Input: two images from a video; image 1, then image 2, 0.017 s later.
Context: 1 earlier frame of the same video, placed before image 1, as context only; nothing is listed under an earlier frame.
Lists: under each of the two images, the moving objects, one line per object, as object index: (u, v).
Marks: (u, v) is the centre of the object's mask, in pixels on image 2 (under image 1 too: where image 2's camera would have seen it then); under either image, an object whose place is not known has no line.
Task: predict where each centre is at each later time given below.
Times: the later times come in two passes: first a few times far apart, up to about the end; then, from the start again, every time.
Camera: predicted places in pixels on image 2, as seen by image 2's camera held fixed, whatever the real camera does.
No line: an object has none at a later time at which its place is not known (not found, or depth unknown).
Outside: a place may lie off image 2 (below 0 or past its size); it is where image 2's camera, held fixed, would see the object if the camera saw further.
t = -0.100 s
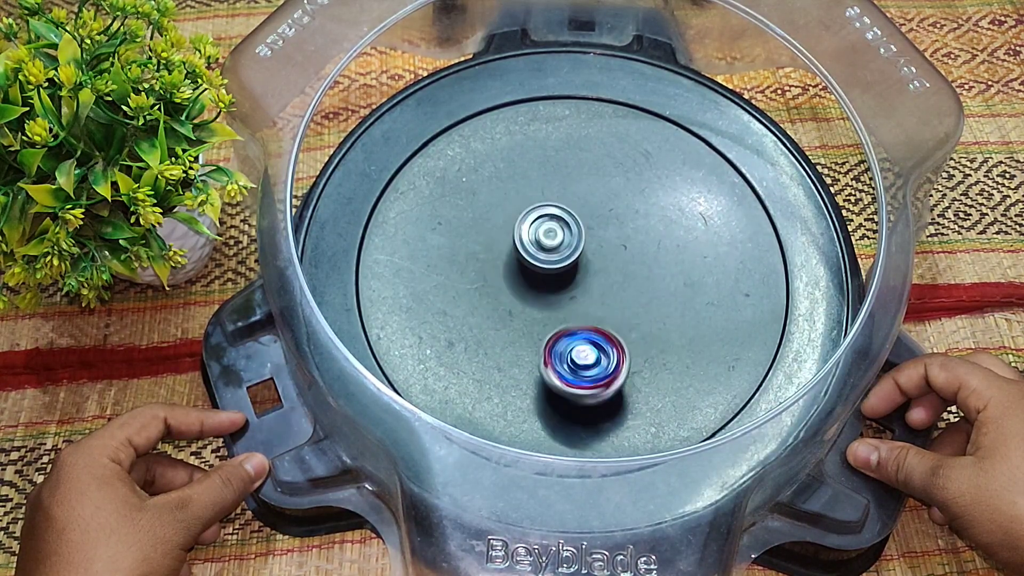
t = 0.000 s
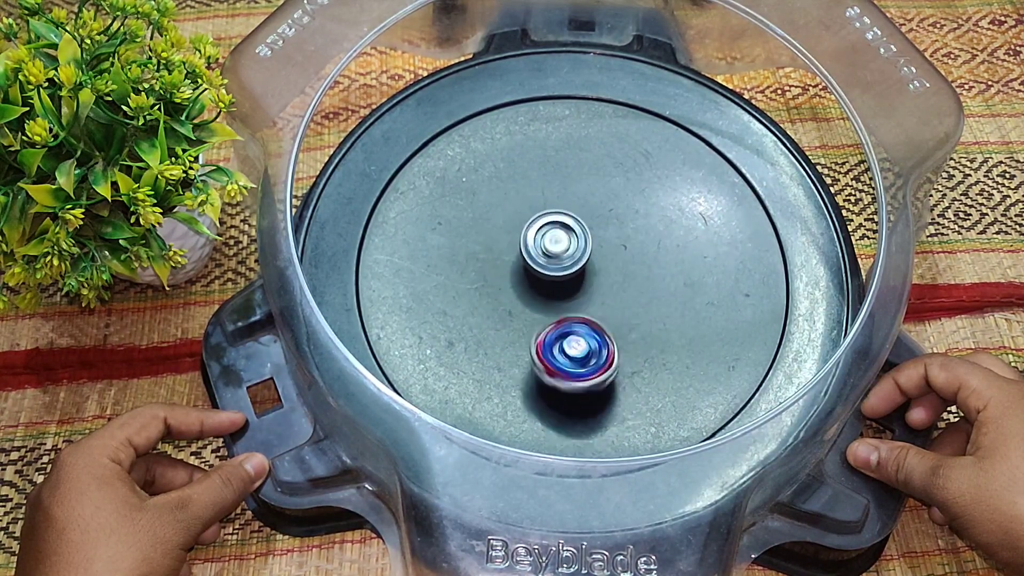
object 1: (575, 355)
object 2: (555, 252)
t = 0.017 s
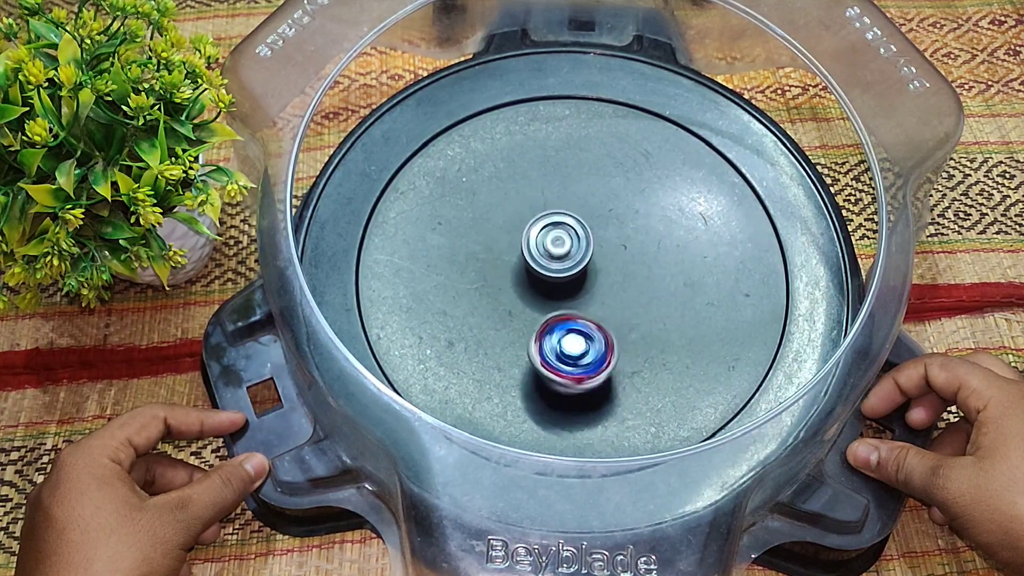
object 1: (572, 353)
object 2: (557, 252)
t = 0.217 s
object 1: (533, 323)
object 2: (571, 258)
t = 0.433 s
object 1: (492, 315)
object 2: (588, 273)
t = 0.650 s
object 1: (509, 296)
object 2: (587, 288)
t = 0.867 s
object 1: (513, 261)
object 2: (608, 307)
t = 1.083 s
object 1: (536, 240)
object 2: (592, 312)
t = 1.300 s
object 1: (570, 231)
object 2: (575, 312)
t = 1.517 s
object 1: (594, 221)
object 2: (555, 310)
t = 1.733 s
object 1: (607, 245)
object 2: (542, 300)
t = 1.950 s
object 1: (621, 271)
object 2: (526, 289)
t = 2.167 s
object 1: (604, 296)
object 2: (524, 274)
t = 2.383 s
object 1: (576, 315)
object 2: (529, 253)
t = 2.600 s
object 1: (547, 313)
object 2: (548, 240)
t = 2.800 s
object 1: (540, 309)
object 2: (570, 238)
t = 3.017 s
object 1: (543, 306)
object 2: (592, 245)
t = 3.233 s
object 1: (543, 310)
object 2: (598, 262)
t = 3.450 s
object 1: (533, 298)
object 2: (607, 282)
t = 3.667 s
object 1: (523, 287)
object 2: (611, 299)
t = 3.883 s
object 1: (518, 287)
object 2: (612, 313)
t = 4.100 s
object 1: (517, 287)
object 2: (595, 322)
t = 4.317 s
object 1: (512, 285)
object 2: (590, 324)
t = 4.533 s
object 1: (513, 282)
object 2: (585, 319)
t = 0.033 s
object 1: (570, 350)
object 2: (558, 254)
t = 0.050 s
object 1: (566, 347)
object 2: (558, 254)
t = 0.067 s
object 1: (563, 344)
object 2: (560, 256)
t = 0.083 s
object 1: (560, 341)
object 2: (560, 256)
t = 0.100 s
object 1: (556, 338)
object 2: (562, 257)
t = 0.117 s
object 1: (554, 335)
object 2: (562, 257)
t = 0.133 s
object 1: (551, 334)
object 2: (563, 257)
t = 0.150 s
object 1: (549, 331)
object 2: (564, 258)
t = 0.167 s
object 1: (545, 328)
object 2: (565, 257)
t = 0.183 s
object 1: (542, 324)
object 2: (566, 259)
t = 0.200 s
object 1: (538, 323)
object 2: (568, 258)
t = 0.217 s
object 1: (533, 323)
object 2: (571, 258)
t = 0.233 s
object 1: (529, 322)
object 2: (573, 258)
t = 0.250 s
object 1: (524, 321)
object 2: (574, 260)
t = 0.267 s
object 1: (521, 320)
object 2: (577, 261)
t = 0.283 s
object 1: (516, 320)
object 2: (578, 261)
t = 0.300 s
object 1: (513, 319)
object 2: (581, 262)
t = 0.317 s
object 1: (508, 318)
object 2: (581, 264)
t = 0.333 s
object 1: (504, 318)
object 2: (583, 264)
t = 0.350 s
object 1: (501, 317)
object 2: (585, 266)
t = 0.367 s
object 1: (498, 317)
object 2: (585, 267)
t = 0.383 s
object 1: (496, 316)
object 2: (587, 268)
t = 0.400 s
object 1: (494, 316)
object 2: (587, 270)
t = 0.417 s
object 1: (493, 316)
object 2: (588, 271)
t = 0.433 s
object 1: (492, 315)
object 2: (588, 273)
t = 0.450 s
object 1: (492, 315)
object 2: (588, 273)
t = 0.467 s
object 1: (492, 314)
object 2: (588, 274)
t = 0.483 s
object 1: (492, 314)
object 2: (588, 276)
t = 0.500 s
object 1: (493, 312)
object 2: (589, 277)
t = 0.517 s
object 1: (493, 311)
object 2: (588, 278)
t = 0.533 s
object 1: (495, 310)
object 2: (588, 279)
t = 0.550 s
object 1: (496, 308)
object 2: (589, 281)
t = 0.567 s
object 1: (498, 306)
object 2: (588, 282)
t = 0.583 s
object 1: (500, 305)
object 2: (589, 283)
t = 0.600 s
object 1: (501, 303)
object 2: (588, 285)
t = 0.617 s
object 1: (503, 301)
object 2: (588, 285)
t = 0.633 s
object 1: (506, 299)
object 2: (588, 288)
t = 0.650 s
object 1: (509, 296)
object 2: (587, 288)
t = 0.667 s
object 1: (508, 294)
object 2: (592, 289)
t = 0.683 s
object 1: (507, 290)
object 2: (597, 290)
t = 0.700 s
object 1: (508, 287)
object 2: (600, 291)
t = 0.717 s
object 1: (507, 284)
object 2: (603, 294)
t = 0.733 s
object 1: (508, 282)
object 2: (604, 295)
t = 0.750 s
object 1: (507, 279)
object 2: (606, 297)
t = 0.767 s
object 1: (508, 276)
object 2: (606, 299)
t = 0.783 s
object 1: (508, 273)
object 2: (608, 300)
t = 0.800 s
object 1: (509, 271)
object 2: (608, 303)
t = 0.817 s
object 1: (509, 268)
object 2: (608, 303)
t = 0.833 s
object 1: (510, 266)
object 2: (609, 305)
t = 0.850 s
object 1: (511, 263)
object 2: (607, 306)
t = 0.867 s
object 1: (513, 261)
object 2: (608, 307)
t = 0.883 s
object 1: (514, 259)
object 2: (607, 308)
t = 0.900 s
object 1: (515, 258)
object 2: (605, 309)
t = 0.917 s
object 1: (515, 256)
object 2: (605, 309)
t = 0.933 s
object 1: (517, 253)
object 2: (603, 310)
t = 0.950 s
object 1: (519, 251)
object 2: (603, 310)
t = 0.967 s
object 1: (521, 250)
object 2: (601, 311)
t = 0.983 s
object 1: (522, 249)
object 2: (599, 312)
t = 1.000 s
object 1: (524, 247)
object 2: (599, 312)
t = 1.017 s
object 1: (527, 245)
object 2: (597, 312)
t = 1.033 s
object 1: (530, 243)
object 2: (596, 312)
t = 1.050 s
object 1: (532, 242)
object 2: (595, 313)
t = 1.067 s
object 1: (534, 241)
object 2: (593, 312)
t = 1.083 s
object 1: (536, 240)
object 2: (592, 312)
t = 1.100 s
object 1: (540, 238)
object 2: (590, 313)
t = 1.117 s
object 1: (543, 237)
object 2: (589, 313)
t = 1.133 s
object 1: (545, 235)
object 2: (588, 313)
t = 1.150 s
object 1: (547, 235)
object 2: (586, 313)
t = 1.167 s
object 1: (549, 233)
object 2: (586, 312)
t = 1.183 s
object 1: (553, 233)
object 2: (584, 312)
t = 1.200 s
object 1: (555, 232)
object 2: (583, 312)
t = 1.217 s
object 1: (557, 232)
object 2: (582, 312)
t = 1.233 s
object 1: (559, 232)
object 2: (579, 312)
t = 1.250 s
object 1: (561, 231)
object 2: (579, 311)
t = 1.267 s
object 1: (564, 232)
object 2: (577, 312)
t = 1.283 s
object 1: (567, 232)
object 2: (575, 311)
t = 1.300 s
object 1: (570, 231)
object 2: (575, 312)
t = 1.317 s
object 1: (572, 229)
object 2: (572, 313)
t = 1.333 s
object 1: (576, 227)
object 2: (570, 313)
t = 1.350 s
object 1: (577, 226)
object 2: (568, 314)
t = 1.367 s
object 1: (579, 225)
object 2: (565, 313)
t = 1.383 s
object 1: (581, 223)
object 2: (564, 314)
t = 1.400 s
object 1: (584, 222)
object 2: (562, 314)
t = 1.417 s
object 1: (585, 222)
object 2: (560, 313)
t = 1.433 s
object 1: (587, 221)
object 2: (560, 313)
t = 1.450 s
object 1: (588, 221)
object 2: (558, 312)
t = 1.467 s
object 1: (589, 220)
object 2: (557, 311)
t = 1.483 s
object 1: (591, 221)
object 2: (556, 312)
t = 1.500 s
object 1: (592, 221)
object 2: (555, 310)
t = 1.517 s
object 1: (594, 221)
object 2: (555, 310)
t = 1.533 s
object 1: (594, 223)
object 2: (553, 310)
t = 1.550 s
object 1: (596, 223)
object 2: (553, 308)
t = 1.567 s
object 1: (597, 225)
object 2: (552, 308)
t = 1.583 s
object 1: (598, 226)
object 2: (550, 307)
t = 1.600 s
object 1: (599, 229)
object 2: (551, 306)
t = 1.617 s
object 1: (600, 230)
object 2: (549, 306)
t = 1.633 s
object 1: (601, 232)
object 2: (549, 304)
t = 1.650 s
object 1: (601, 234)
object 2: (549, 304)
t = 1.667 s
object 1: (602, 236)
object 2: (547, 303)
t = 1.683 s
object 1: (603, 239)
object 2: (547, 301)
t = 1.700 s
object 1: (604, 241)
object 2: (547, 301)
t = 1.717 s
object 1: (605, 244)
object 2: (546, 300)
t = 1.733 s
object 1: (607, 245)
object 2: (542, 300)
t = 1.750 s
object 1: (611, 246)
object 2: (538, 301)
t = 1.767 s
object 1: (613, 249)
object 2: (535, 301)
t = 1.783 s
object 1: (616, 250)
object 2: (533, 300)
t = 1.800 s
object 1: (619, 252)
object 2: (530, 299)
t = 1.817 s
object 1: (618, 254)
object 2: (529, 298)
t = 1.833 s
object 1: (619, 255)
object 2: (528, 297)
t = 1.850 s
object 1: (620, 257)
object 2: (526, 296)
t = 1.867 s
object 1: (620, 257)
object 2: (526, 295)
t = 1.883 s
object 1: (621, 258)
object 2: (525, 294)
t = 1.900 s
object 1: (622, 260)
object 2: (525, 293)
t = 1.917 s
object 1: (623, 263)
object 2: (525, 292)
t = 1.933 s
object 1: (622, 267)
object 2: (525, 291)
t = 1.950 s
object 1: (621, 271)
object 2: (526, 289)
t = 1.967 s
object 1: (621, 273)
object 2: (526, 289)
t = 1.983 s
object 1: (619, 276)
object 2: (526, 288)
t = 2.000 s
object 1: (617, 277)
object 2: (528, 286)
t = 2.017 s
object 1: (616, 278)
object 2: (529, 286)
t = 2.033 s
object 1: (615, 278)
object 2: (530, 285)
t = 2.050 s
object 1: (615, 280)
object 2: (532, 285)
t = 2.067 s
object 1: (616, 281)
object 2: (530, 285)
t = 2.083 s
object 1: (616, 283)
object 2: (529, 283)
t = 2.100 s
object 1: (615, 287)
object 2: (529, 282)
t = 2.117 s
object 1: (611, 290)
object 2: (527, 281)
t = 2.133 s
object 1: (608, 292)
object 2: (528, 278)
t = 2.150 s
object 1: (606, 294)
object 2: (527, 277)
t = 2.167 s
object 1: (604, 296)
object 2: (524, 274)
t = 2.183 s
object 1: (603, 296)
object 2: (524, 272)
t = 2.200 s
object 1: (603, 297)
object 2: (523, 271)
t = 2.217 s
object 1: (601, 298)
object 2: (523, 269)
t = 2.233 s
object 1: (600, 299)
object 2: (525, 268)
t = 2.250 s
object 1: (598, 301)
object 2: (525, 267)
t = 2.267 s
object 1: (594, 303)
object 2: (526, 265)
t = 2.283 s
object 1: (592, 305)
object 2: (528, 263)
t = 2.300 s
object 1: (589, 307)
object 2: (527, 261)
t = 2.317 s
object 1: (586, 310)
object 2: (527, 258)
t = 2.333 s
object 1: (584, 312)
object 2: (527, 256)
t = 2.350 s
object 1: (580, 314)
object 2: (527, 255)
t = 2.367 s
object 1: (578, 314)
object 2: (528, 254)
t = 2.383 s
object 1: (576, 315)
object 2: (529, 253)
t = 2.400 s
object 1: (574, 315)
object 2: (529, 251)
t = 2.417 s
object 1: (573, 315)
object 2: (531, 251)
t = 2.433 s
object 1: (572, 314)
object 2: (532, 250)
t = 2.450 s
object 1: (571, 314)
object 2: (533, 249)
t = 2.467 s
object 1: (570, 315)
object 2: (536, 249)
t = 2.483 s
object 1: (569, 315)
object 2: (536, 249)
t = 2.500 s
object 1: (567, 315)
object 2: (537, 248)
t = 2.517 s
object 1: (564, 314)
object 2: (540, 247)
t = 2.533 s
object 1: (562, 314)
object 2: (540, 247)
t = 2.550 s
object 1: (558, 314)
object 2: (542, 245)
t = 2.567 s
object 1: (554, 312)
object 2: (544, 245)
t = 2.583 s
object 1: (551, 312)
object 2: (545, 243)
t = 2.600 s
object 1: (547, 313)
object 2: (548, 240)
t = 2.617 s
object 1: (544, 313)
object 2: (550, 238)
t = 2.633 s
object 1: (542, 313)
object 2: (552, 237)
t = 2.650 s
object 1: (540, 313)
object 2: (554, 236)
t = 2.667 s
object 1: (538, 312)
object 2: (557, 236)
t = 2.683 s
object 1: (537, 311)
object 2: (559, 236)
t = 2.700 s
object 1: (537, 311)
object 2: (561, 236)
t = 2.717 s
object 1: (537, 310)
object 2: (564, 237)
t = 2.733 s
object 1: (537, 309)
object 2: (564, 237)
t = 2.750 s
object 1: (537, 309)
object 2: (566, 237)
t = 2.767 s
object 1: (538, 309)
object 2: (568, 239)
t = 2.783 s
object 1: (539, 309)
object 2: (568, 238)
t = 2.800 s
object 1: (540, 309)
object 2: (570, 238)
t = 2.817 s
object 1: (541, 309)
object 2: (571, 239)
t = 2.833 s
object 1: (542, 311)
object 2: (572, 239)
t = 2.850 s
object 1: (542, 309)
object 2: (574, 239)
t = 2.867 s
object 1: (542, 307)
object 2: (575, 240)
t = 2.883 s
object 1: (542, 304)
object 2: (575, 240)
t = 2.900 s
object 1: (543, 302)
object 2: (578, 241)
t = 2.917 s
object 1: (544, 299)
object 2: (580, 242)
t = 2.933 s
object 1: (543, 302)
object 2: (581, 241)
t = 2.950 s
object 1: (542, 302)
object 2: (584, 240)
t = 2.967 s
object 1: (541, 303)
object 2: (586, 241)
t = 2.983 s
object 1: (541, 303)
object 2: (587, 242)
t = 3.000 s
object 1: (542, 304)
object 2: (590, 242)
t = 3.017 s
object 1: (543, 306)
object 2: (592, 245)
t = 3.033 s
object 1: (543, 306)
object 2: (591, 247)
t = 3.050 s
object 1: (543, 306)
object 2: (593, 248)
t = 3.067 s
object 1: (545, 307)
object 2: (594, 249)
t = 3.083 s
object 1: (546, 308)
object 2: (594, 251)
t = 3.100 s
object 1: (548, 307)
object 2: (594, 252)
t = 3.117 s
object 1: (549, 307)
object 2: (595, 254)
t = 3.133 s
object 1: (548, 308)
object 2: (595, 255)
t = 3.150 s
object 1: (547, 309)
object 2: (596, 254)
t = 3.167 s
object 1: (545, 310)
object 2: (597, 255)
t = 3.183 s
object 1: (544, 311)
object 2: (597, 256)
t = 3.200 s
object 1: (543, 310)
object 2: (598, 258)
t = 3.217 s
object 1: (543, 310)
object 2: (599, 260)
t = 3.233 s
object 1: (543, 310)
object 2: (598, 262)
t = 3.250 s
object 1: (543, 309)
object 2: (598, 263)
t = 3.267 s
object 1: (543, 309)
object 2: (598, 265)
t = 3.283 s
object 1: (542, 309)
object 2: (598, 266)
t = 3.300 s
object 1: (542, 309)
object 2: (599, 267)
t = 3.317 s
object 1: (543, 309)
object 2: (601, 268)
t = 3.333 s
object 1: (543, 308)
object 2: (601, 270)
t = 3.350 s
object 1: (544, 308)
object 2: (599, 271)
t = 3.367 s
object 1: (546, 306)
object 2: (600, 272)
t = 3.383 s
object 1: (546, 305)
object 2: (601, 273)
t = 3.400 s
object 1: (542, 303)
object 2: (603, 275)
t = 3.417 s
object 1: (538, 302)
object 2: (604, 277)
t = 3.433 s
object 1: (535, 300)
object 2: (606, 280)
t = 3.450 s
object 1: (533, 298)
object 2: (607, 282)
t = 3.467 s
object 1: (530, 296)
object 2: (609, 283)
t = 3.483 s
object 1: (528, 293)
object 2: (611, 285)
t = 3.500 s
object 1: (525, 291)
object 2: (612, 287)
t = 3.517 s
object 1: (524, 290)
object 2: (612, 288)
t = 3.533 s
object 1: (523, 288)
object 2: (614, 289)
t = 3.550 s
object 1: (521, 287)
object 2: (615, 291)
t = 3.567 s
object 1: (520, 286)
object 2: (614, 292)
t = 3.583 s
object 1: (519, 287)
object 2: (614, 293)
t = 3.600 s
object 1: (520, 286)
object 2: (615, 294)
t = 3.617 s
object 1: (521, 286)
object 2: (613, 296)
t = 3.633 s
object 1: (522, 286)
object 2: (612, 297)
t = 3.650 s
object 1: (522, 287)
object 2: (612, 297)
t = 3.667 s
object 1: (523, 287)
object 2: (611, 299)
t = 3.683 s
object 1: (525, 287)
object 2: (608, 300)
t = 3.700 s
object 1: (525, 288)
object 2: (610, 300)
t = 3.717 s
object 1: (525, 288)
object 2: (611, 301)
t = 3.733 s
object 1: (525, 288)
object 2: (610, 302)
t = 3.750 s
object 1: (526, 288)
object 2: (609, 303)
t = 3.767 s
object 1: (526, 289)
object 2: (610, 303)
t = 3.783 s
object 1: (527, 289)
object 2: (610, 306)
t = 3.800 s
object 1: (523, 289)
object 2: (611, 307)
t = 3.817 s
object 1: (522, 288)
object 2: (613, 309)
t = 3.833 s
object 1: (520, 287)
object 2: (614, 310)
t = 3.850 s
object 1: (519, 287)
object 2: (613, 312)
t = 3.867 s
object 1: (518, 287)
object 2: (612, 312)
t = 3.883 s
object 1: (518, 287)
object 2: (612, 313)
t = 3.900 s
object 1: (518, 287)
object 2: (610, 315)
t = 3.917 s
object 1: (518, 287)
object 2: (607, 316)
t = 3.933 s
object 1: (519, 287)
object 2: (606, 316)
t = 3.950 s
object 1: (520, 288)
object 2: (605, 316)
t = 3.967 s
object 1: (521, 288)
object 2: (602, 318)
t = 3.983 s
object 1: (520, 288)
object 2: (602, 318)
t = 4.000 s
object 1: (518, 287)
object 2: (602, 319)
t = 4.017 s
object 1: (517, 287)
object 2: (602, 321)
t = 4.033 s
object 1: (516, 287)
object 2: (600, 322)
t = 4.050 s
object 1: (516, 287)
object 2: (599, 322)
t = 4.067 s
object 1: (516, 287)
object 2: (599, 322)
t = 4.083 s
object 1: (517, 287)
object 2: (597, 323)
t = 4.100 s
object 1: (517, 287)
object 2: (595, 322)
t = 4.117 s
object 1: (518, 287)
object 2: (594, 321)
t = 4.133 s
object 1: (517, 287)
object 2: (596, 323)
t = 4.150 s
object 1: (517, 287)
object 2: (595, 323)
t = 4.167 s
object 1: (518, 287)
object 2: (594, 323)
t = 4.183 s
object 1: (518, 287)
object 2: (594, 322)
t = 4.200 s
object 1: (517, 286)
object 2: (595, 323)
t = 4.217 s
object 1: (516, 285)
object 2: (595, 324)
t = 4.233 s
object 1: (515, 285)
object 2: (594, 325)
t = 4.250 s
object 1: (514, 285)
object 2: (595, 325)
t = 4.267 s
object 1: (513, 285)
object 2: (594, 326)
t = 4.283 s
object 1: (513, 285)
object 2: (591, 326)
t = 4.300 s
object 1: (512, 285)
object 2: (590, 325)
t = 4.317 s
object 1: (512, 285)
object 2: (590, 324)
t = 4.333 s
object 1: (512, 285)
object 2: (588, 324)
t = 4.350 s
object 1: (512, 285)
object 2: (586, 324)
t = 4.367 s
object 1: (512, 285)
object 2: (585, 322)
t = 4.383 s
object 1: (512, 284)
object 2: (585, 321)
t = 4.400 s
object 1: (511, 284)
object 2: (584, 321)
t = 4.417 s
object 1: (511, 283)
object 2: (583, 320)
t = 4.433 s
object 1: (511, 283)
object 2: (584, 319)
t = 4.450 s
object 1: (512, 282)
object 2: (585, 319)
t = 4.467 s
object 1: (512, 281)
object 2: (584, 319)
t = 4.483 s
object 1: (512, 282)
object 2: (584, 319)
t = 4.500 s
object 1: (512, 282)
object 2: (585, 318)
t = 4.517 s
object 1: (512, 282)
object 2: (586, 318)
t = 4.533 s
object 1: (513, 282)
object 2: (585, 319)
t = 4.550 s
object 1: (513, 281)
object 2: (585, 318)
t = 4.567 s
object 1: (512, 279)
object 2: (588, 318)
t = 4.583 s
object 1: (512, 280)
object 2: (589, 319)
